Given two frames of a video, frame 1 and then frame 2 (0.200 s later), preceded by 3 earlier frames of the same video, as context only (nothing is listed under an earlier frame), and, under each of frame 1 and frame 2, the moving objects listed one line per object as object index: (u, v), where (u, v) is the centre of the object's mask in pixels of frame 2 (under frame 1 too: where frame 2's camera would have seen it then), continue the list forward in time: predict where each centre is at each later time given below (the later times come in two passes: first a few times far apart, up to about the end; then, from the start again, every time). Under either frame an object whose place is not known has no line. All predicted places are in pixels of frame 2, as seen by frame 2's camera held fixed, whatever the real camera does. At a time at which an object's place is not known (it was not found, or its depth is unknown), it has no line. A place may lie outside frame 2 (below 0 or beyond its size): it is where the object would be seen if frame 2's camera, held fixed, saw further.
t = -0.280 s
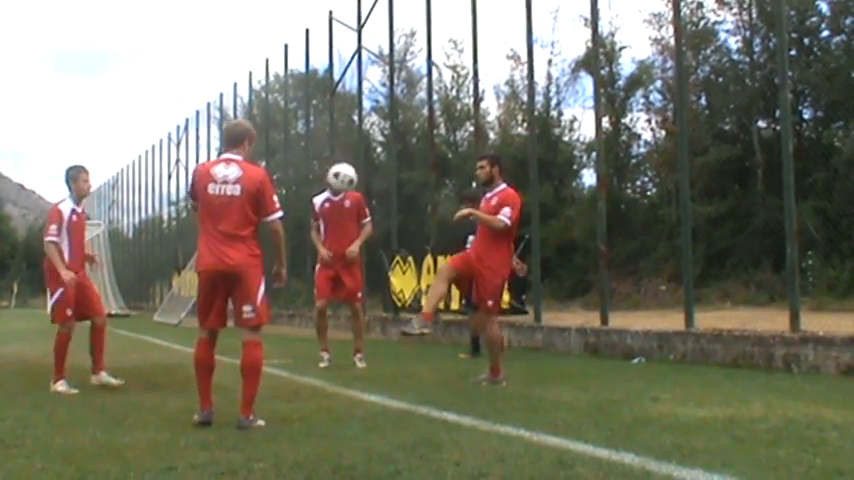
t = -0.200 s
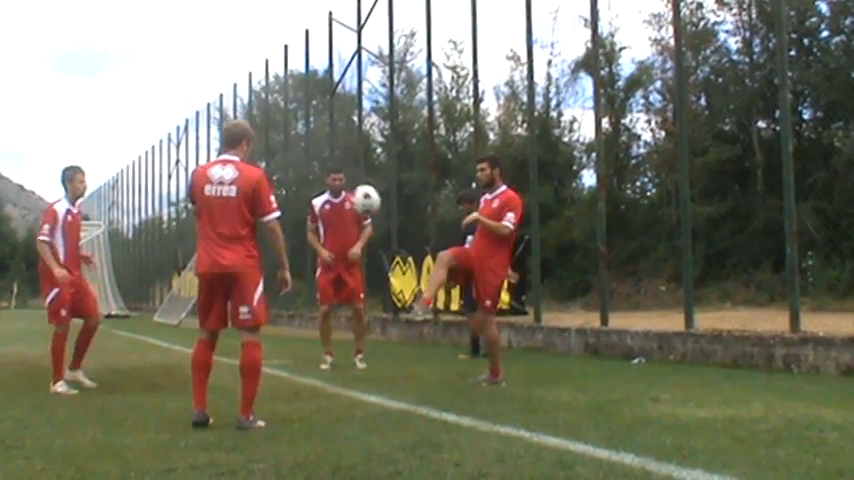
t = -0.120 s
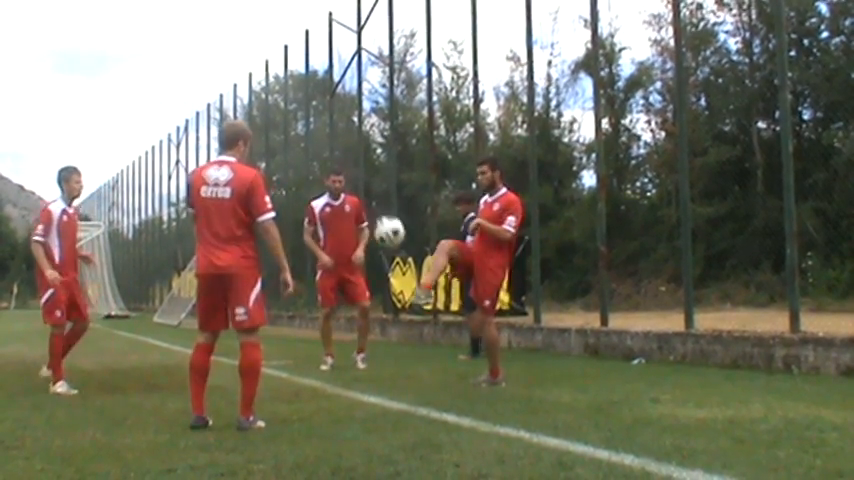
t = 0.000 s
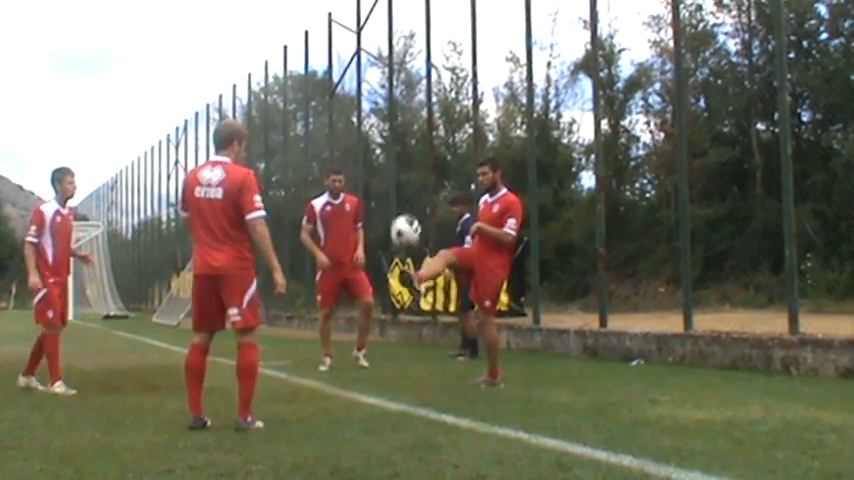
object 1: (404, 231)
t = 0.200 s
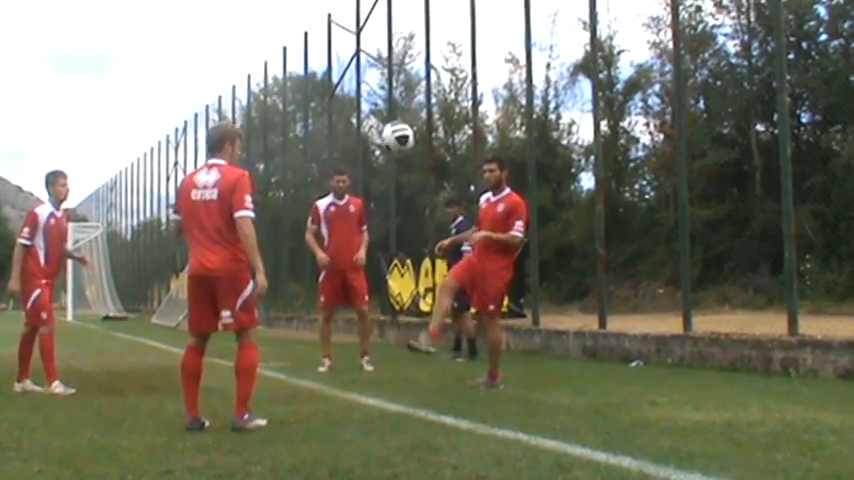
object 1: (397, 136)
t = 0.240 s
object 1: (396, 123)
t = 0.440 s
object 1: (389, 90)
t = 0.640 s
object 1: (382, 120)
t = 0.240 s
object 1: (396, 123)
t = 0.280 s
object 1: (394, 113)
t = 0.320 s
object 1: (392, 103)
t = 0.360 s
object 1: (391, 97)
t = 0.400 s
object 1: (388, 92)
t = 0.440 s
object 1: (389, 90)
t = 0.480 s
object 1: (388, 91)
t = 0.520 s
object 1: (386, 93)
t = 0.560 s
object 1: (385, 100)
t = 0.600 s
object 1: (383, 107)
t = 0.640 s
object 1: (382, 120)
